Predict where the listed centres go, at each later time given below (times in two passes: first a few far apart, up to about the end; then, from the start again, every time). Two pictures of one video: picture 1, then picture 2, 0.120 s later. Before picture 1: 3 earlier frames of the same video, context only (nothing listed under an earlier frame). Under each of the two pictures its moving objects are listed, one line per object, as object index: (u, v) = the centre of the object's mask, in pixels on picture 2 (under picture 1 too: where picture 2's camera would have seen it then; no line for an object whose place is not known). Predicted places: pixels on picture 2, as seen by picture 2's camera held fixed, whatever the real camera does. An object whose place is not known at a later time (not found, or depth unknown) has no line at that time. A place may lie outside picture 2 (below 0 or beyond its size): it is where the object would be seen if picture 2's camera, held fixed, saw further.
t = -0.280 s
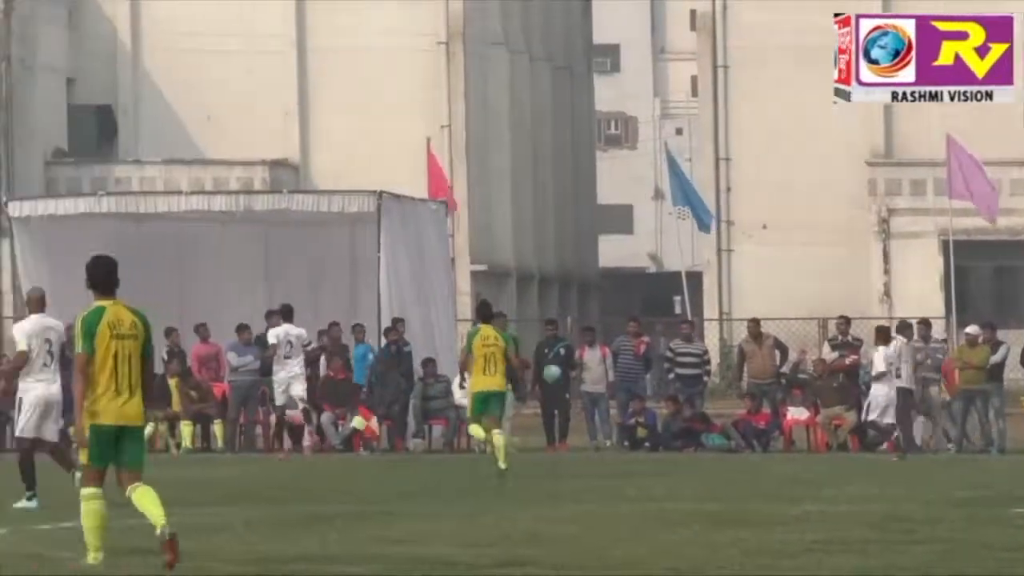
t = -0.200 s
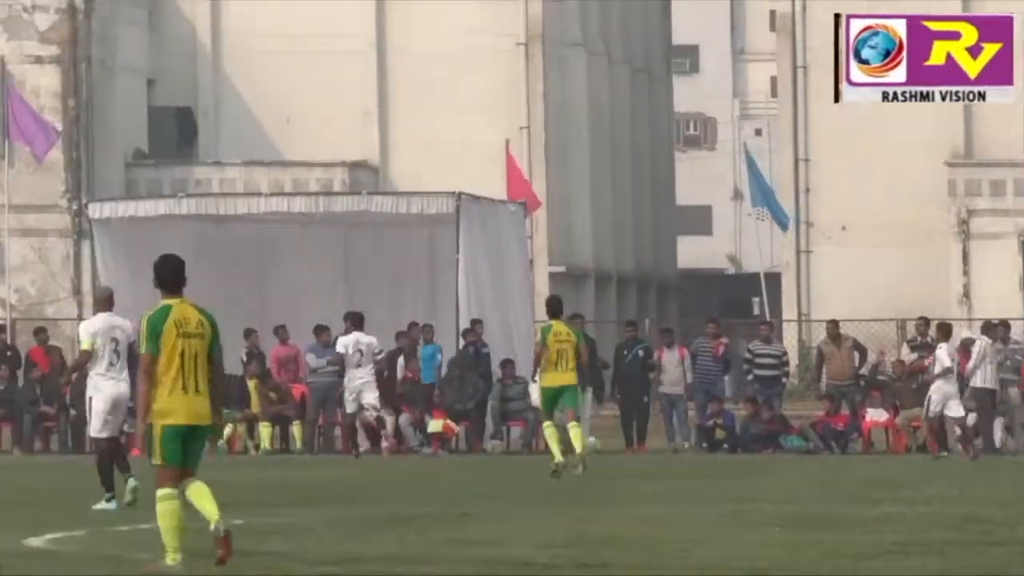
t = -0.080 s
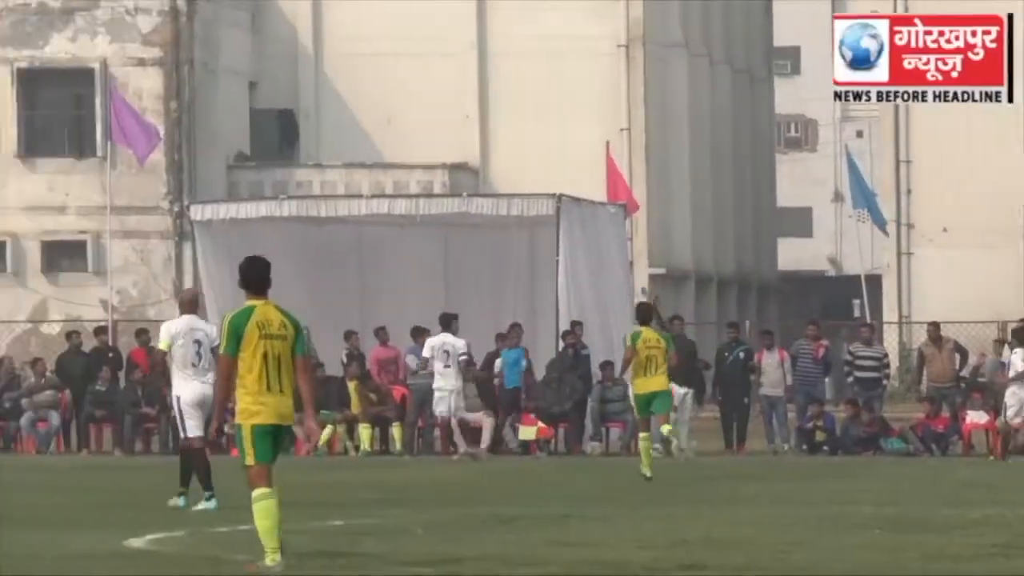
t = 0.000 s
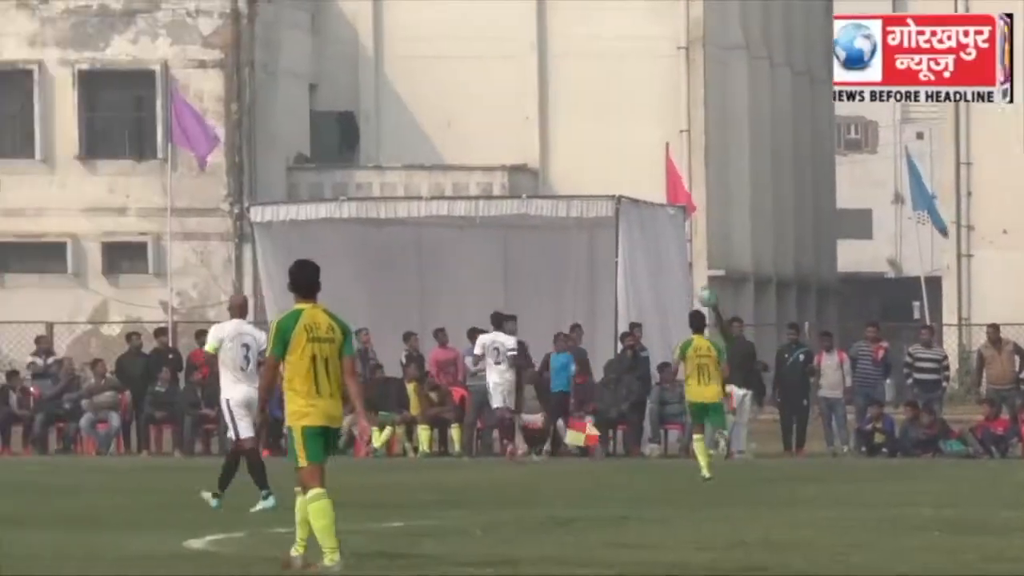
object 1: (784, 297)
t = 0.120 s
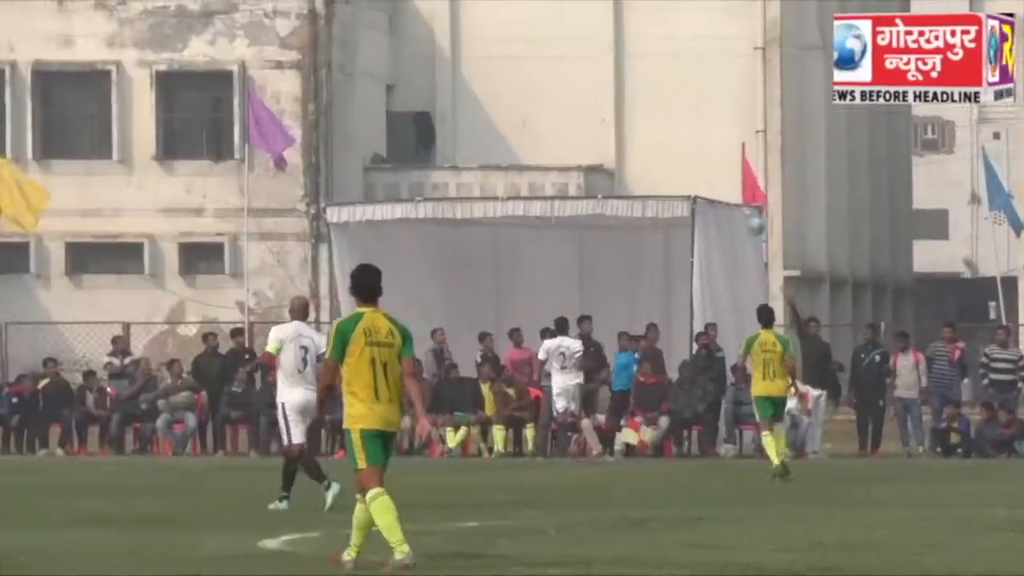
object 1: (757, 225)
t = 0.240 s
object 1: (730, 166)
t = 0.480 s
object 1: (681, 82)
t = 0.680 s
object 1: (642, 47)
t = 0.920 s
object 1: (595, 49)
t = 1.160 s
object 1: (553, 97)
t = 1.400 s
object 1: (515, 187)
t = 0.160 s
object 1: (749, 201)
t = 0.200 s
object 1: (738, 186)
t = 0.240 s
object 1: (730, 166)
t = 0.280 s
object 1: (721, 148)
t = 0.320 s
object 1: (713, 133)
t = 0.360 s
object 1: (705, 118)
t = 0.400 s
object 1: (698, 104)
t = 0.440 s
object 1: (690, 92)
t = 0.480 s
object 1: (681, 82)
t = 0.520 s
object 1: (674, 72)
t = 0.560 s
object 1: (666, 64)
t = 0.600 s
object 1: (658, 57)
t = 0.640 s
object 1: (650, 51)
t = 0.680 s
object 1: (642, 47)
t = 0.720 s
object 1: (634, 44)
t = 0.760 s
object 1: (626, 42)
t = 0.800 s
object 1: (618, 42)
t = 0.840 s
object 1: (610, 43)
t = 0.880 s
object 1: (603, 45)
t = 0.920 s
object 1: (595, 49)
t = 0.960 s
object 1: (588, 54)
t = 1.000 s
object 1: (582, 59)
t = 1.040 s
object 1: (574, 66)
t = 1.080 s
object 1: (567, 75)
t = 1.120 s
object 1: (560, 84)
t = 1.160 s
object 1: (553, 97)
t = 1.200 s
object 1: (547, 108)
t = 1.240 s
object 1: (541, 121)
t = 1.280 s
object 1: (534, 136)
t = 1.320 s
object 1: (527, 151)
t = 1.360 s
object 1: (522, 170)
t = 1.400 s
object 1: (515, 187)
